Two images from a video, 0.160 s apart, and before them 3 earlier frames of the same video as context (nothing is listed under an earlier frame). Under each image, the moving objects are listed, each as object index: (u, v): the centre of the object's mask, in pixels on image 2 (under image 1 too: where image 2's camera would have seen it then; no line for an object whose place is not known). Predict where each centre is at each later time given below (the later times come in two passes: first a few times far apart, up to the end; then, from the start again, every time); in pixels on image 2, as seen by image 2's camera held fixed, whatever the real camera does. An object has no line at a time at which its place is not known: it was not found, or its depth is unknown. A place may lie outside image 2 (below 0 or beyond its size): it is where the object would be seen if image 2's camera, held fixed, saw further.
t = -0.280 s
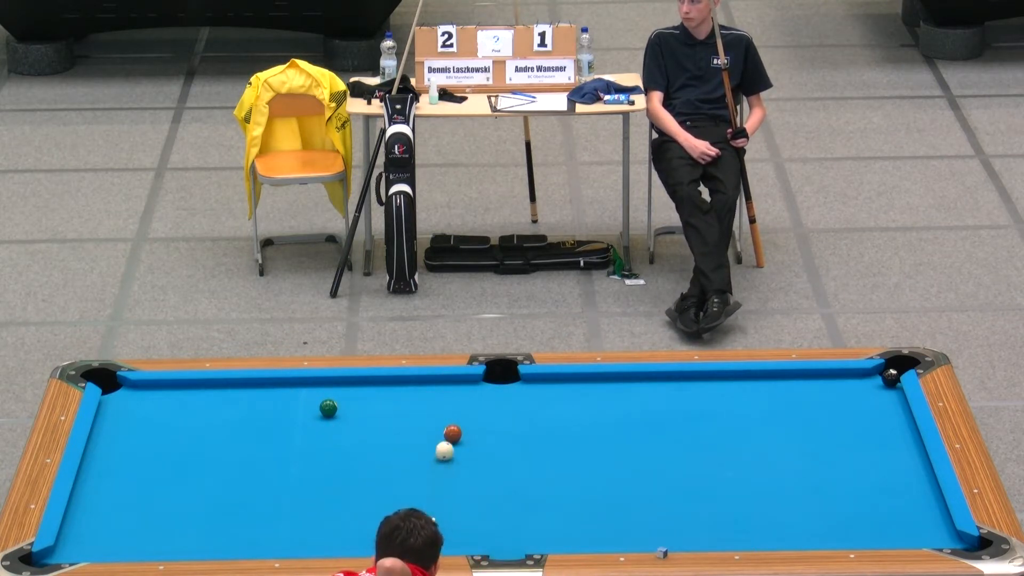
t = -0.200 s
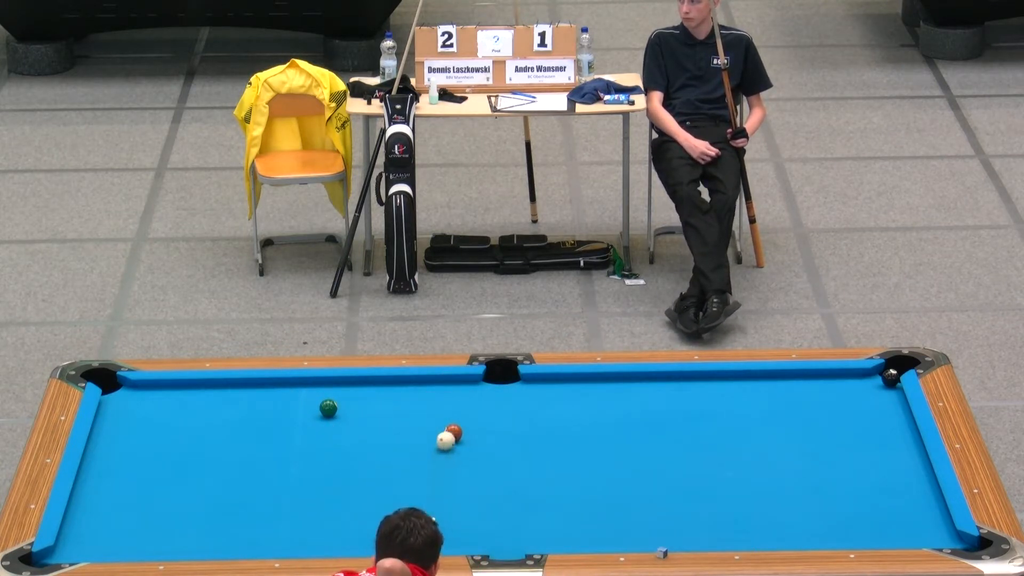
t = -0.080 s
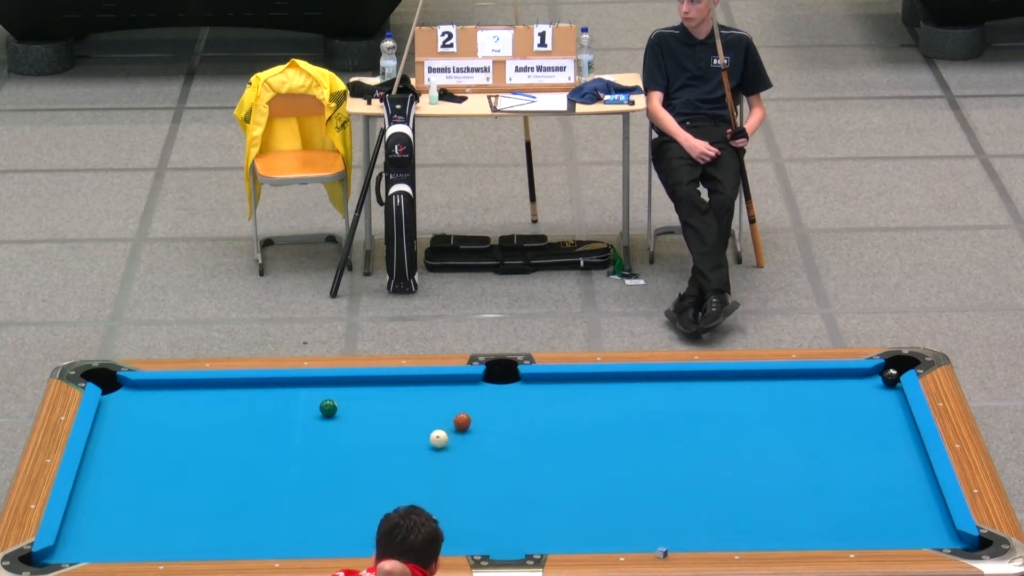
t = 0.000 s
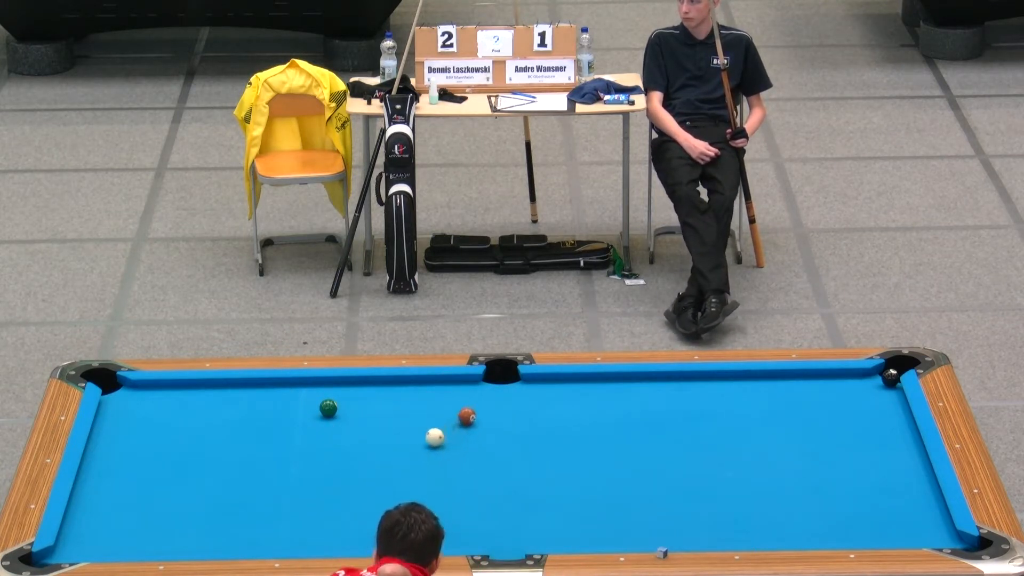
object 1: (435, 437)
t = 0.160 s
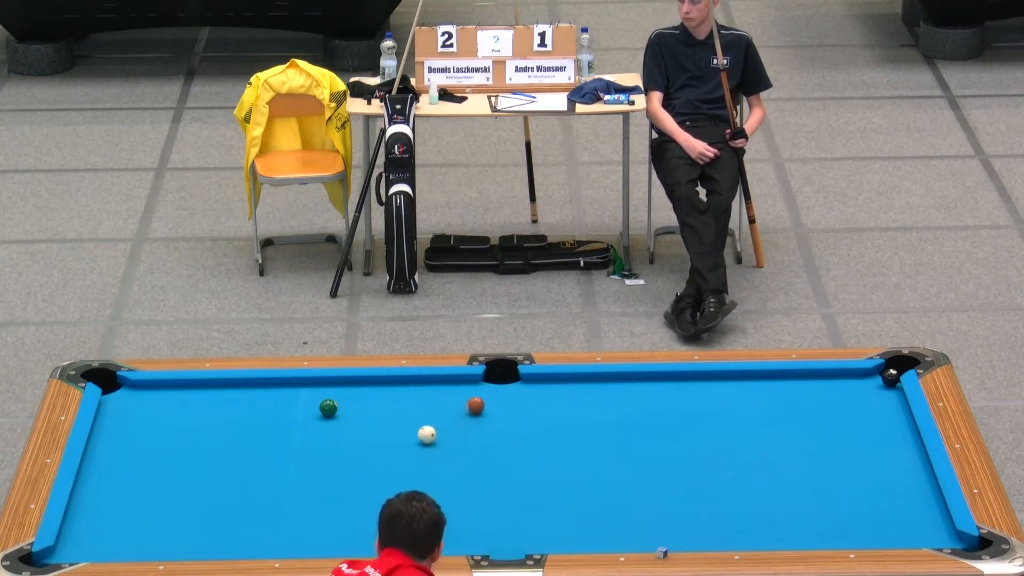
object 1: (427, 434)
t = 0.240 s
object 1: (423, 433)
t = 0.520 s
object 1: (411, 429)
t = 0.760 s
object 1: (403, 425)
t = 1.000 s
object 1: (395, 423)
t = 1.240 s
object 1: (390, 420)
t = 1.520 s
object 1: (385, 418)
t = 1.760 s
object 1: (381, 416)
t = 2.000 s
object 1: (379, 414)
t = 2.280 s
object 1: (377, 413)
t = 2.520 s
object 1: (377, 413)
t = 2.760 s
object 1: (377, 413)
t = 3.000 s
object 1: (378, 413)
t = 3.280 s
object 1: (377, 413)
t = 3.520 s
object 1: (378, 413)
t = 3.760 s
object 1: (377, 413)
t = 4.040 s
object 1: (377, 413)
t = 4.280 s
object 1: (378, 413)
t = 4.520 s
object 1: (377, 413)
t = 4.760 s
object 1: (377, 413)
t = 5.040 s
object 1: (377, 413)
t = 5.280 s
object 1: (377, 413)
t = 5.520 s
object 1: (377, 413)
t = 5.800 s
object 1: (378, 413)
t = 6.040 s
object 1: (378, 413)
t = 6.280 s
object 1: (377, 413)
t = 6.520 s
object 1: (377, 413)
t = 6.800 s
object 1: (377, 413)
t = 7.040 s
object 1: (377, 413)
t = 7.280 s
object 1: (377, 413)
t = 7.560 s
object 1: (377, 413)
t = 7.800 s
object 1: (377, 413)
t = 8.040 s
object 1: (377, 413)
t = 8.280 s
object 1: (377, 413)
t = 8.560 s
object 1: (377, 413)
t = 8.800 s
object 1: (377, 413)
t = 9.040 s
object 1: (377, 413)
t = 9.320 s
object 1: (377, 413)
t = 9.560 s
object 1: (377, 413)
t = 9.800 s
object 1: (378, 413)
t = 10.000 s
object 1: (377, 413)
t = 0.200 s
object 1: (425, 434)
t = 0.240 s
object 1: (423, 433)
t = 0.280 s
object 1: (421, 432)
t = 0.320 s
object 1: (419, 432)
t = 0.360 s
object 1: (418, 431)
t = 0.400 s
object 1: (416, 431)
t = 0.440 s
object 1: (414, 430)
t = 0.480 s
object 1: (413, 430)
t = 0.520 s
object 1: (411, 429)
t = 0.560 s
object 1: (410, 428)
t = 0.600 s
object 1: (408, 428)
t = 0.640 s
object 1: (407, 427)
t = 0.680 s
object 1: (405, 427)
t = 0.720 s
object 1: (404, 426)
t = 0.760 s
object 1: (403, 425)
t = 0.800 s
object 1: (401, 425)
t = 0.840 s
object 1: (400, 424)
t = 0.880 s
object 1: (399, 424)
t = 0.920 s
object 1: (398, 424)
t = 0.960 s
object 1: (396, 423)
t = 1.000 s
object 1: (395, 423)
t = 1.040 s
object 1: (394, 422)
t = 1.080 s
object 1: (393, 422)
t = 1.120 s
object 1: (392, 421)
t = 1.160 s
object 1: (391, 421)
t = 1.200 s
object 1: (390, 421)
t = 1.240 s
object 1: (390, 420)
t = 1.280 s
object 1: (389, 420)
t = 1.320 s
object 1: (388, 419)
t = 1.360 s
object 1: (388, 419)
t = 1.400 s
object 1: (387, 418)
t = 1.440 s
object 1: (386, 418)
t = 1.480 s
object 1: (385, 418)
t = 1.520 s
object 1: (385, 418)
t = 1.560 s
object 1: (384, 417)
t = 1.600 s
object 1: (383, 417)
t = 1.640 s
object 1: (383, 417)
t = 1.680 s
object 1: (382, 416)
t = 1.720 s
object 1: (382, 416)
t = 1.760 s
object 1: (381, 416)
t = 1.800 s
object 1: (381, 415)
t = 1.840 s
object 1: (380, 415)
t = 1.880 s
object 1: (380, 415)
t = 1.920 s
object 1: (380, 415)
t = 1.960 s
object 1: (379, 415)
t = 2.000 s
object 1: (379, 414)
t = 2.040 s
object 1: (379, 414)
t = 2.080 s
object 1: (379, 414)
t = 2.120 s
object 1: (378, 414)
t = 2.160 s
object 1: (378, 414)
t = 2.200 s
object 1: (378, 414)
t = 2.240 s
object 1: (378, 413)
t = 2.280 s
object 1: (377, 413)
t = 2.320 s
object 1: (377, 413)
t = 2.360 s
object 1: (377, 413)
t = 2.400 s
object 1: (377, 413)
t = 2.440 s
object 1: (377, 413)
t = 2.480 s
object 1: (377, 413)
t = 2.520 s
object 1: (377, 413)
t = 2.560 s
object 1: (377, 413)
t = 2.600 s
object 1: (377, 413)
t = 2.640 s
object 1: (377, 413)
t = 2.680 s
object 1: (377, 413)
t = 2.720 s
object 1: (377, 413)
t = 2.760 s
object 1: (377, 413)
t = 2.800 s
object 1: (377, 413)
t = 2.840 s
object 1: (377, 413)
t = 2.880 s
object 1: (377, 413)
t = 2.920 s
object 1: (378, 413)
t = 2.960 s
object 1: (378, 413)
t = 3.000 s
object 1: (378, 413)
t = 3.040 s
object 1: (377, 413)
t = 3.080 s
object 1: (377, 413)
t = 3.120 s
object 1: (377, 413)
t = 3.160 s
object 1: (377, 413)
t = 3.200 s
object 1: (377, 413)
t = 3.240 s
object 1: (377, 413)
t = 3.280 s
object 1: (377, 413)
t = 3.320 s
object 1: (377, 413)
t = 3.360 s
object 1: (377, 413)
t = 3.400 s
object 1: (377, 413)
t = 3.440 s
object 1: (377, 413)
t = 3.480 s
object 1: (378, 413)
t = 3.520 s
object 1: (378, 413)
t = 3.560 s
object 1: (377, 413)
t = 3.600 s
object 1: (377, 413)
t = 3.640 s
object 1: (377, 413)
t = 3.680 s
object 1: (377, 413)
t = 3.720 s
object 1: (377, 413)
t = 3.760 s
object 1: (377, 413)
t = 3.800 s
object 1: (377, 413)
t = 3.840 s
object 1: (377, 413)
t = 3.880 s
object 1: (377, 413)
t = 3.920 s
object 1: (377, 413)
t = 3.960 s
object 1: (377, 413)
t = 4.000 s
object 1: (377, 413)
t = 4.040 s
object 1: (377, 413)
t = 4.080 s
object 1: (377, 413)
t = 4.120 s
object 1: (378, 413)
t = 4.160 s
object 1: (378, 413)
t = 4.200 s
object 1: (377, 413)
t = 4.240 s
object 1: (377, 413)
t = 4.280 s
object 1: (378, 413)
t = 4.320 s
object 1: (378, 413)
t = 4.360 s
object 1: (378, 413)
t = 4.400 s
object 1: (378, 413)
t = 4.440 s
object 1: (377, 413)
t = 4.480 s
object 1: (377, 413)
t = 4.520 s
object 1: (377, 413)
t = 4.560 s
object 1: (377, 413)
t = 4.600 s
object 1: (377, 413)
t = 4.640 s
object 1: (377, 413)
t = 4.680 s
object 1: (377, 413)
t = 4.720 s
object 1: (377, 413)
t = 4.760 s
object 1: (377, 413)
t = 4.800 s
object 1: (377, 413)
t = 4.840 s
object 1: (377, 413)
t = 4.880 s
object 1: (377, 413)
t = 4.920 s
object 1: (377, 413)
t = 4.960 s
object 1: (377, 413)
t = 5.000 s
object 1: (377, 413)
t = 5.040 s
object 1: (377, 413)
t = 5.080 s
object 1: (377, 413)
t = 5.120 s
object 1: (377, 413)
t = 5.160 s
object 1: (377, 413)
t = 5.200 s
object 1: (377, 413)
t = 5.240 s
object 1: (377, 413)
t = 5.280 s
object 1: (377, 413)
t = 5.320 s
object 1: (377, 413)
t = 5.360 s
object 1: (377, 413)
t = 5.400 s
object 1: (377, 413)
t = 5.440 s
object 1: (377, 413)
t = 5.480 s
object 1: (377, 413)
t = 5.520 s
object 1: (377, 413)
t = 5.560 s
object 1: (377, 413)
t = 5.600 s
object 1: (377, 413)
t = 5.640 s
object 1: (377, 413)
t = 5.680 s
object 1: (377, 413)
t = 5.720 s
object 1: (377, 413)
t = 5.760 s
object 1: (377, 413)
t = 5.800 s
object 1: (378, 413)
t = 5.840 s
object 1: (377, 413)
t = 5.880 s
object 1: (378, 413)
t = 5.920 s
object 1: (377, 413)
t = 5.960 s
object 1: (378, 413)
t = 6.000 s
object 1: (377, 413)
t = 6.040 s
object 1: (378, 413)
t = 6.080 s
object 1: (377, 413)
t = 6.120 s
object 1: (377, 413)
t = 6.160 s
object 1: (377, 413)
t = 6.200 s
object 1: (377, 413)
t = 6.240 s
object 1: (377, 413)
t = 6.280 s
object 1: (377, 413)
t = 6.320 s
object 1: (377, 413)
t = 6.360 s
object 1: (377, 413)
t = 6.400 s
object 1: (377, 413)
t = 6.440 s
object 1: (377, 413)
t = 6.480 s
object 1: (377, 413)
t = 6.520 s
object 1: (377, 413)
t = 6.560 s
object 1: (377, 413)
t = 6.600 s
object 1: (377, 413)
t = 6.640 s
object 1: (377, 413)
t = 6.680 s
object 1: (377, 413)
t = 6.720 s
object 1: (377, 413)
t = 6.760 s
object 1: (377, 413)
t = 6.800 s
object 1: (377, 413)
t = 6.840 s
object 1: (377, 413)
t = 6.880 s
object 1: (377, 413)
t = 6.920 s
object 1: (377, 413)
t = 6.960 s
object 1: (377, 413)
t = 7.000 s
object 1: (377, 413)
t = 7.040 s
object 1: (377, 413)
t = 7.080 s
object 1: (377, 413)
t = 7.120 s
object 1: (377, 413)
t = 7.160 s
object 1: (377, 413)
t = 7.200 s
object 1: (377, 413)
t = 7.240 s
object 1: (377, 413)
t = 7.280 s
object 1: (377, 413)
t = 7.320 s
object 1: (377, 413)
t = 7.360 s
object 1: (377, 413)
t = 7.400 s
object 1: (377, 413)
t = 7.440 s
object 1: (377, 413)
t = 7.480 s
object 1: (377, 413)
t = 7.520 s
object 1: (377, 413)
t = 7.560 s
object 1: (377, 413)
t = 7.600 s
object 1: (377, 413)
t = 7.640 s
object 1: (377, 413)
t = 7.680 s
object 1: (377, 413)
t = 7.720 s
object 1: (377, 413)
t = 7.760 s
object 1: (377, 413)
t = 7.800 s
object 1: (377, 413)
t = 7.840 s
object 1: (377, 413)
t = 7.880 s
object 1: (377, 413)
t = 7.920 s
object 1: (377, 413)
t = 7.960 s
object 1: (377, 413)
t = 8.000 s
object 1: (377, 413)
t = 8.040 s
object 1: (377, 413)
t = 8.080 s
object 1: (377, 413)
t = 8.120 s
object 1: (377, 413)
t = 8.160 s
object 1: (377, 413)
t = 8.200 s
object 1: (377, 413)
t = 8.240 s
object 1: (377, 413)
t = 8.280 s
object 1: (377, 413)
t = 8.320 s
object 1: (377, 413)
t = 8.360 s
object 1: (377, 413)
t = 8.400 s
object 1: (377, 413)
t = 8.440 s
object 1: (377, 413)
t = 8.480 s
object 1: (377, 413)
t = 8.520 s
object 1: (377, 413)
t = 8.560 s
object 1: (377, 413)
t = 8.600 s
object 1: (377, 413)
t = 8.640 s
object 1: (377, 413)
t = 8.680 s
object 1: (377, 413)
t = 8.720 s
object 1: (377, 413)
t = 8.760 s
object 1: (377, 413)
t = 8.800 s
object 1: (377, 413)
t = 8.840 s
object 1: (377, 413)
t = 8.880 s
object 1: (377, 413)
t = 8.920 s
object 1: (377, 413)
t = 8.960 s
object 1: (377, 413)
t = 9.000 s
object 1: (377, 413)
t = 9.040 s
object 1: (377, 413)
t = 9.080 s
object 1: (377, 413)
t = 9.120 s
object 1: (377, 413)
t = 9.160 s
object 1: (377, 413)
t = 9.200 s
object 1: (377, 413)
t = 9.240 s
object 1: (377, 413)
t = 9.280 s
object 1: (377, 413)
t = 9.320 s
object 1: (377, 413)
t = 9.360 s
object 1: (377, 413)
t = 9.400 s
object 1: (377, 413)
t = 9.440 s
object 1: (377, 413)
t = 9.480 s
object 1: (377, 413)
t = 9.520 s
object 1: (378, 413)
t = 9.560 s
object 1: (377, 413)
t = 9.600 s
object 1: (377, 413)
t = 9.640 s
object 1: (377, 413)
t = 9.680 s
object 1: (378, 413)
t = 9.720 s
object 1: (377, 413)
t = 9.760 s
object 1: (377, 413)
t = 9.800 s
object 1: (378, 413)
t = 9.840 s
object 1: (377, 413)
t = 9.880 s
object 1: (377, 413)
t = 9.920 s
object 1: (378, 413)
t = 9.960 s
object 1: (377, 413)
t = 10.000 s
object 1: (377, 413)
